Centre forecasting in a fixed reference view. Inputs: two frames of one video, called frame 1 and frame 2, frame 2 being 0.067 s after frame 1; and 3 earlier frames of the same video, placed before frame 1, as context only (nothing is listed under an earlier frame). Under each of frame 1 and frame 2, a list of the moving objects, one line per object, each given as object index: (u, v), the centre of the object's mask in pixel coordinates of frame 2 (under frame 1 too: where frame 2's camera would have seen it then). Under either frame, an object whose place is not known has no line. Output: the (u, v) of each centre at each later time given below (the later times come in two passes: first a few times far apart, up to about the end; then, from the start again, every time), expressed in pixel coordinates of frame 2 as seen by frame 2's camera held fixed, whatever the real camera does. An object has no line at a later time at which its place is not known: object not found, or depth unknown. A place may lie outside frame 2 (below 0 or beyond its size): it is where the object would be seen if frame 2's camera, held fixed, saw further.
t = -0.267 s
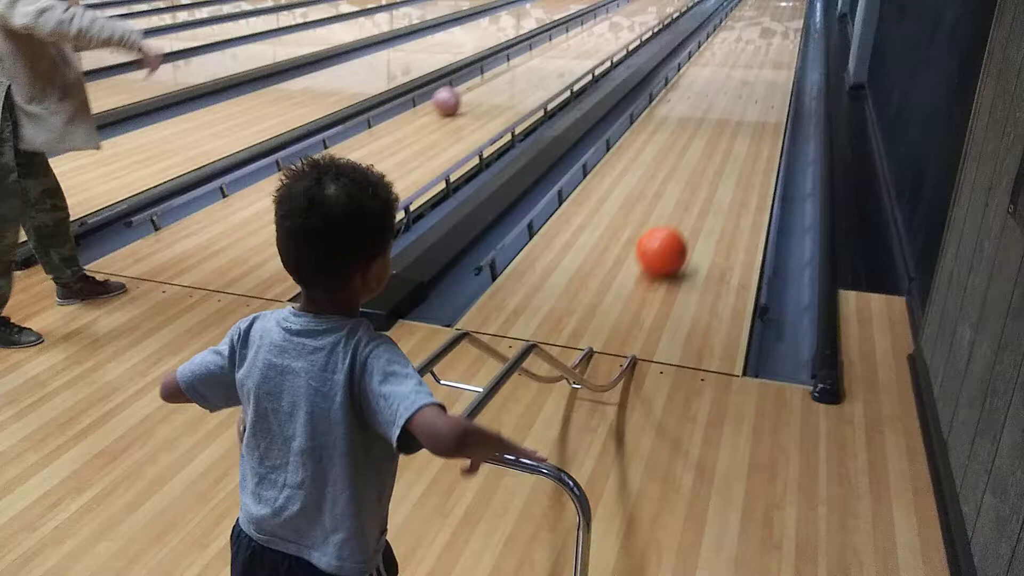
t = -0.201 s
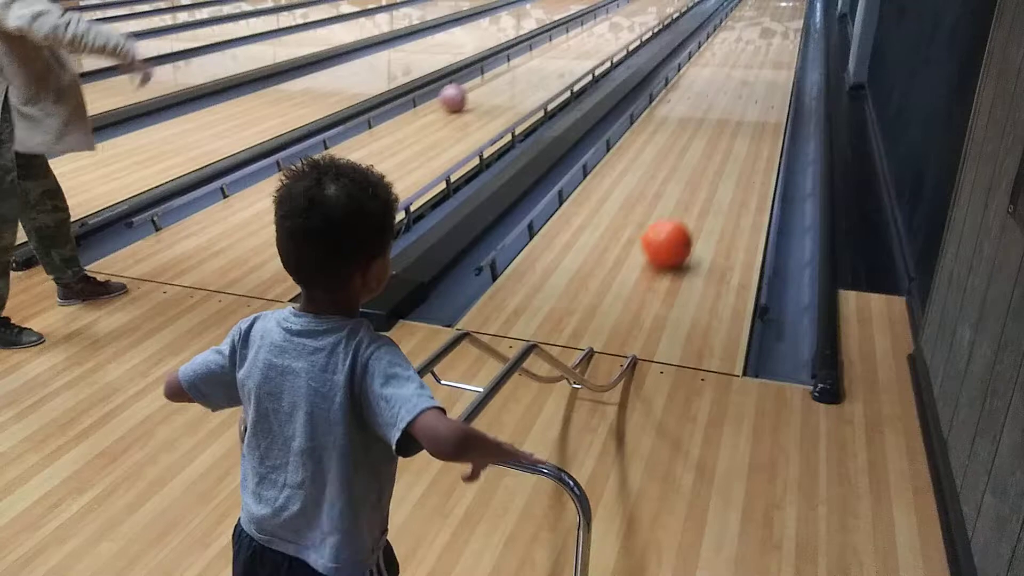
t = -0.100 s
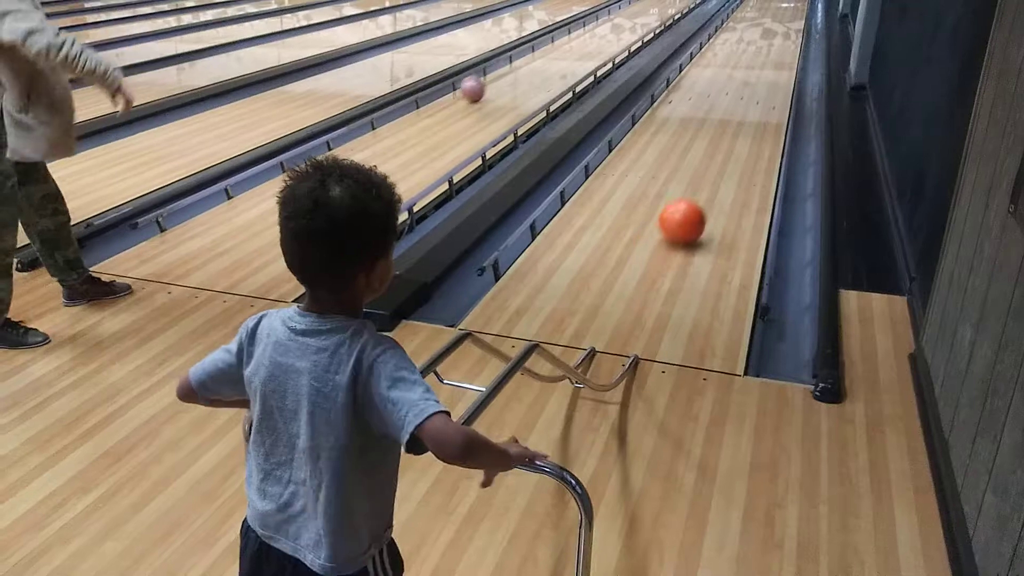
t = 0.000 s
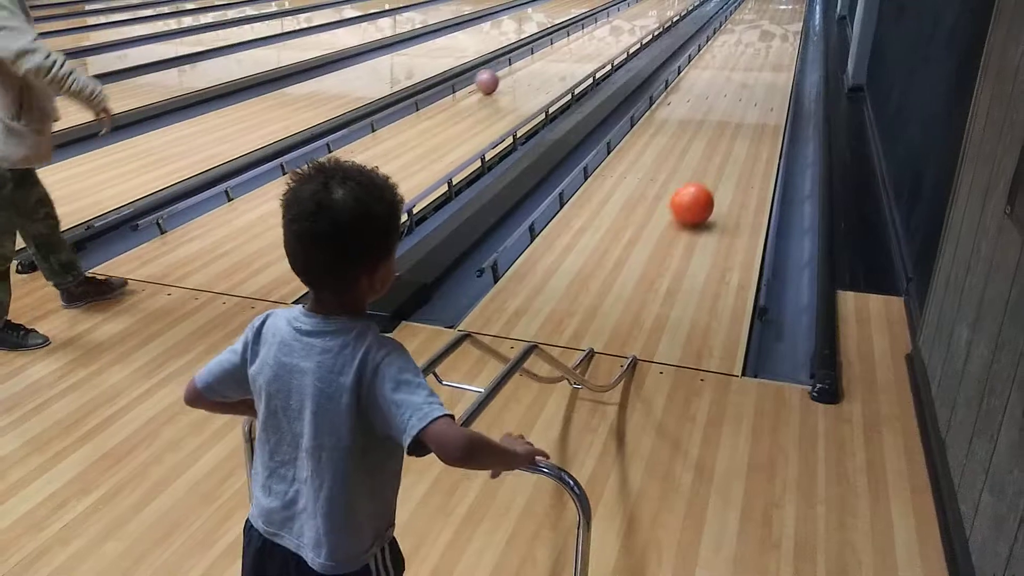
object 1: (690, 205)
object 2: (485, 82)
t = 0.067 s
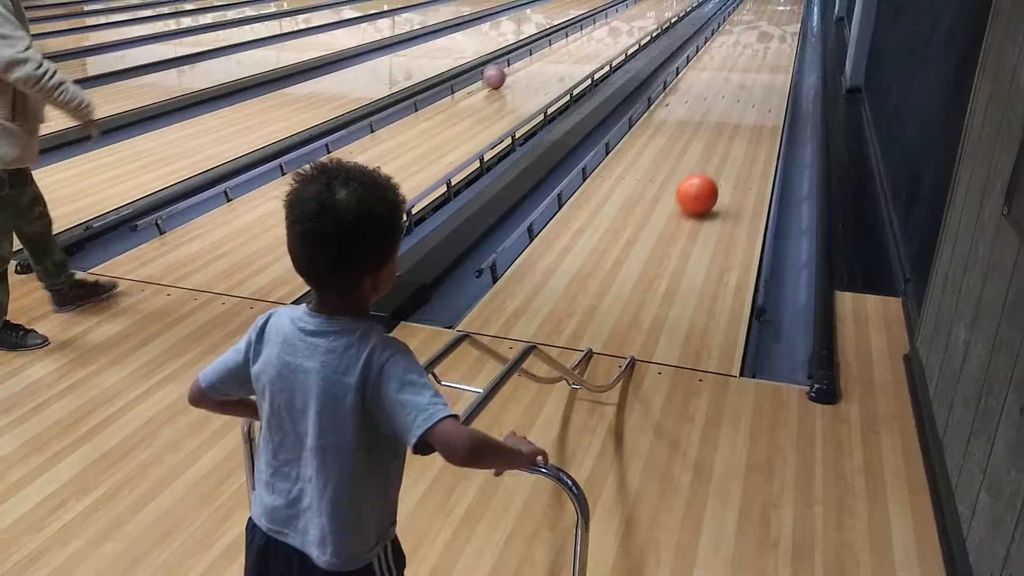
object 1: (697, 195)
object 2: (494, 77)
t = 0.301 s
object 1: (715, 164)
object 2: (520, 61)
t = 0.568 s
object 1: (731, 138)
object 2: (543, 48)
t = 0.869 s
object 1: (744, 115)
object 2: (569, 37)
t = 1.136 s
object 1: (755, 97)
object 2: (590, 28)
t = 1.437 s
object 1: (764, 81)
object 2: (609, 20)
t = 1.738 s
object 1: (772, 68)
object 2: (624, 14)
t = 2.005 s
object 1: (777, 57)
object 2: (635, 9)
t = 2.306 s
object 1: (783, 47)
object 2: (647, 3)
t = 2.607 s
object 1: (787, 39)
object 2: (656, 0)
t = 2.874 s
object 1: (789, 33)
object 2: (664, -4)
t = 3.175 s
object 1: (789, 26)
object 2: (675, -8)
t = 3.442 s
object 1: (789, 20)
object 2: (681, -10)
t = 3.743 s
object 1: (788, 15)
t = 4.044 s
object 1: (788, 10)
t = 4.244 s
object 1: (788, 8)
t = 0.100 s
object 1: (700, 190)
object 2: (498, 74)
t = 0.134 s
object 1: (703, 185)
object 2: (502, 72)
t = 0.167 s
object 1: (705, 180)
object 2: (506, 70)
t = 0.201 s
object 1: (708, 176)
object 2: (510, 68)
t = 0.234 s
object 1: (711, 171)
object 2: (513, 66)
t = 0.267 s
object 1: (713, 168)
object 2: (517, 64)
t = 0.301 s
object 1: (715, 164)
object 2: (520, 61)
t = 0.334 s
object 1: (718, 160)
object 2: (524, 59)
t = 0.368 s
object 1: (720, 157)
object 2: (527, 58)
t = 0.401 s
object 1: (722, 153)
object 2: (530, 56)
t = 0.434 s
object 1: (724, 150)
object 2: (533, 54)
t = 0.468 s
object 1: (726, 147)
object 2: (535, 53)
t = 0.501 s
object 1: (728, 144)
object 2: (538, 51)
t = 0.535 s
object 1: (730, 141)
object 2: (541, 50)
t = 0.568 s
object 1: (731, 138)
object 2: (543, 48)
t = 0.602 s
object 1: (733, 136)
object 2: (545, 47)
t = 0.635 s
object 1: (735, 132)
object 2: (547, 45)
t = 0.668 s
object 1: (736, 130)
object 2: (550, 44)
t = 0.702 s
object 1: (738, 127)
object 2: (553, 43)
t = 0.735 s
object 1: (739, 125)
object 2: (556, 41)
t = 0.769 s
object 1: (740, 122)
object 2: (560, 40)
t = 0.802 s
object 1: (742, 119)
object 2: (563, 39)
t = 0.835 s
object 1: (743, 117)
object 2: (566, 38)
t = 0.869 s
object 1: (744, 115)
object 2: (569, 37)
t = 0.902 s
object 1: (746, 112)
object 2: (572, 36)
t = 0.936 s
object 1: (747, 110)
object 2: (575, 35)
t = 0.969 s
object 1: (748, 108)
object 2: (578, 33)
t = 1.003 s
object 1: (750, 105)
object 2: (580, 32)
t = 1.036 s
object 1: (751, 103)
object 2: (583, 31)
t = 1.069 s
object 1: (752, 101)
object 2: (585, 30)
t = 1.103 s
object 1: (753, 99)
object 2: (588, 29)
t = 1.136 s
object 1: (755, 97)
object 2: (590, 28)
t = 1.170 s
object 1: (756, 95)
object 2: (592, 27)
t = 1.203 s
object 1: (757, 93)
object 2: (595, 26)
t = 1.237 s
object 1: (758, 92)
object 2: (597, 26)
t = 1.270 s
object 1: (759, 90)
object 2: (599, 24)
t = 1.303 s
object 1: (760, 88)
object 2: (601, 23)
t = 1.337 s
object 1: (761, 86)
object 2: (603, 23)
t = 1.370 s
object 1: (762, 84)
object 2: (605, 22)
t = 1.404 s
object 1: (763, 82)
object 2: (607, 21)
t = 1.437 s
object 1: (764, 81)
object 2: (609, 20)
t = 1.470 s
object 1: (765, 79)
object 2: (610, 20)
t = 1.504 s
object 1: (766, 78)
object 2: (612, 19)
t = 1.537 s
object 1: (767, 77)
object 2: (614, 18)
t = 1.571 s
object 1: (767, 75)
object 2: (615, 17)
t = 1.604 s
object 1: (769, 74)
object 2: (616, 17)
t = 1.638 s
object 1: (769, 72)
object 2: (618, 16)
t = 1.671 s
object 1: (770, 71)
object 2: (620, 15)
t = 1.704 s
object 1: (771, 69)
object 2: (622, 15)
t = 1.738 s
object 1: (772, 68)
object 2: (624, 14)
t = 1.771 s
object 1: (772, 66)
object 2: (625, 13)
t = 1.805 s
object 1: (773, 65)
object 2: (627, 13)
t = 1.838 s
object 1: (774, 64)
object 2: (628, 11)
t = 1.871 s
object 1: (774, 63)
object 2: (629, 11)
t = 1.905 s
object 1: (775, 61)
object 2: (631, 10)
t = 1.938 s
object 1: (776, 60)
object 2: (632, 10)
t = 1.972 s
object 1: (777, 59)
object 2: (634, 9)
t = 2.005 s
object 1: (777, 57)
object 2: (635, 9)
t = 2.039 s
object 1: (778, 56)
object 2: (636, 8)
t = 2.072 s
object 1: (779, 55)
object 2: (638, 7)
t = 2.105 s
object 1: (779, 54)
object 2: (639, 7)
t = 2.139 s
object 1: (780, 52)
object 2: (640, 6)
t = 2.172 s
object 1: (781, 51)
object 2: (642, 6)
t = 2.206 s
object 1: (781, 51)
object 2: (643, 5)
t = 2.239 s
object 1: (781, 50)
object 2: (644, 5)
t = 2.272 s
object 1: (782, 48)
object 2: (645, 4)
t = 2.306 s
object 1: (783, 47)
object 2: (647, 3)
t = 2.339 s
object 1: (783, 46)
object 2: (648, 3)
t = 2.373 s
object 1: (784, 45)
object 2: (649, 3)
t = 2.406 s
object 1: (784, 45)
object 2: (650, 2)
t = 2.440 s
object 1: (785, 44)
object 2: (651, 2)
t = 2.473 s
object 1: (785, 43)
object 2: (652, 1)
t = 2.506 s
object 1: (785, 42)
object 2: (654, 1)
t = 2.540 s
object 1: (786, 41)
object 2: (655, 0)
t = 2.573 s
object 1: (786, 41)
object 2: (655, 0)
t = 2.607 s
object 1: (787, 39)
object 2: (656, 0)
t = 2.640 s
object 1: (787, 39)
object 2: (658, -1)
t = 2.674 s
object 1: (788, 37)
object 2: (659, -2)
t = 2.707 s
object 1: (788, 36)
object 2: (660, -2)
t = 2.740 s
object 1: (789, 35)
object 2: (661, -3)
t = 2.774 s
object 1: (789, 35)
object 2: (663, -3)
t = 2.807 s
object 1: (789, 34)
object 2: (664, -4)
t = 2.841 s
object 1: (789, 33)
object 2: (665, -4)
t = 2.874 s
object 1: (789, 33)
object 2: (664, -4)
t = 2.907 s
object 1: (789, 32)
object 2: (666, -5)
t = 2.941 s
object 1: (789, 31)
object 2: (667, -5)
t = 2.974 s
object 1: (789, 30)
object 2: (668, -6)
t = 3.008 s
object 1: (789, 29)
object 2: (670, -6)
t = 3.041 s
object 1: (789, 28)
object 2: (670, -7)
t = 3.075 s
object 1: (789, 27)
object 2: (672, -7)
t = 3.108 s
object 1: (789, 27)
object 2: (672, -7)
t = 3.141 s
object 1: (789, 26)
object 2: (674, -8)
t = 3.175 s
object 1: (789, 26)
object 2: (675, -8)
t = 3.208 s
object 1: (789, 25)
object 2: (675, -8)
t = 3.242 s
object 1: (789, 24)
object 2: (676, -8)
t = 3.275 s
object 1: (789, 24)
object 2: (677, -8)
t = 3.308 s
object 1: (789, 23)
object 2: (678, -9)
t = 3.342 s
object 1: (788, 23)
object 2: (679, -10)
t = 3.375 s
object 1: (789, 21)
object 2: (680, -10)
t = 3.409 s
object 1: (788, 21)
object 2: (680, -10)
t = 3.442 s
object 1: (789, 20)
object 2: (681, -10)
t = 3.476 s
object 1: (789, 19)
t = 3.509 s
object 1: (788, 19)
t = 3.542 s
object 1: (789, 19)
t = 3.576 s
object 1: (788, 19)
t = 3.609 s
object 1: (788, 18)
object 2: (684, -12)
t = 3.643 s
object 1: (788, 17)
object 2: (685, -12)
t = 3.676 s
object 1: (788, 16)
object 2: (686, -13)
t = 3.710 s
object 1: (788, 15)
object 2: (686, -13)
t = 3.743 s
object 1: (788, 15)
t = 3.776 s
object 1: (788, 14)
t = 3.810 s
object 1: (788, 14)
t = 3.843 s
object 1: (788, 13)
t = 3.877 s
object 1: (788, 13)
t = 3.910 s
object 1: (788, 12)
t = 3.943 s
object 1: (788, 12)
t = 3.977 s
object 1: (788, 11)
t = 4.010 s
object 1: (788, 10)
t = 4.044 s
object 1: (788, 10)
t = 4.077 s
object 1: (788, 10)
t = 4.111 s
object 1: (788, 9)
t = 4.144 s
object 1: (788, 9)
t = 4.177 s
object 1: (788, 8)
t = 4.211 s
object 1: (788, 8)
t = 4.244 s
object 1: (788, 8)
